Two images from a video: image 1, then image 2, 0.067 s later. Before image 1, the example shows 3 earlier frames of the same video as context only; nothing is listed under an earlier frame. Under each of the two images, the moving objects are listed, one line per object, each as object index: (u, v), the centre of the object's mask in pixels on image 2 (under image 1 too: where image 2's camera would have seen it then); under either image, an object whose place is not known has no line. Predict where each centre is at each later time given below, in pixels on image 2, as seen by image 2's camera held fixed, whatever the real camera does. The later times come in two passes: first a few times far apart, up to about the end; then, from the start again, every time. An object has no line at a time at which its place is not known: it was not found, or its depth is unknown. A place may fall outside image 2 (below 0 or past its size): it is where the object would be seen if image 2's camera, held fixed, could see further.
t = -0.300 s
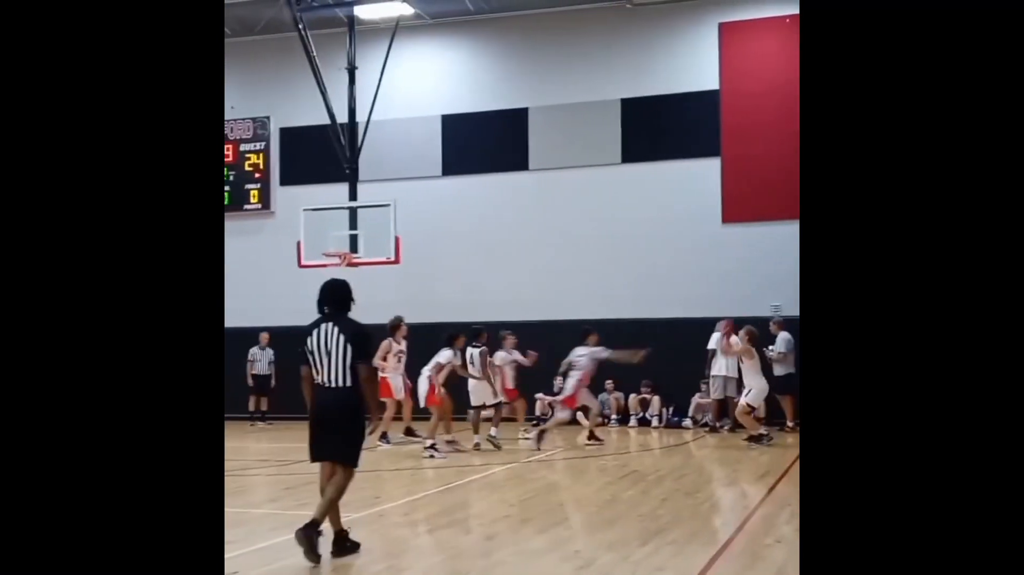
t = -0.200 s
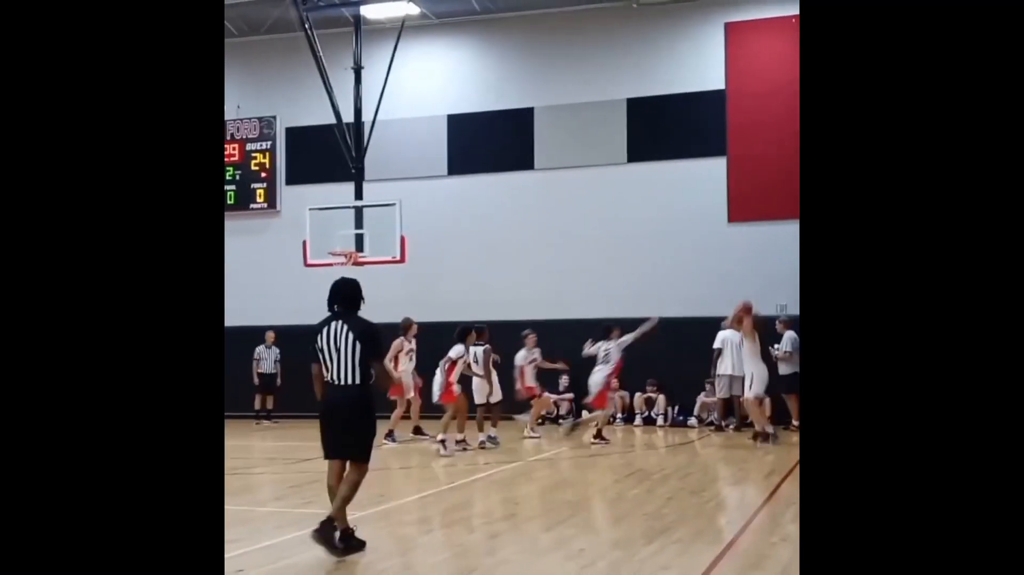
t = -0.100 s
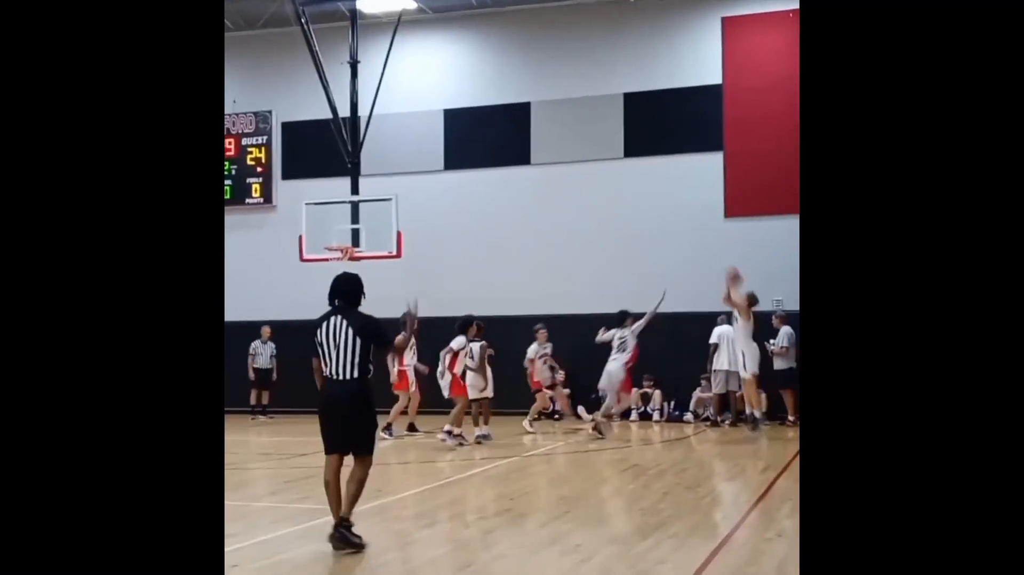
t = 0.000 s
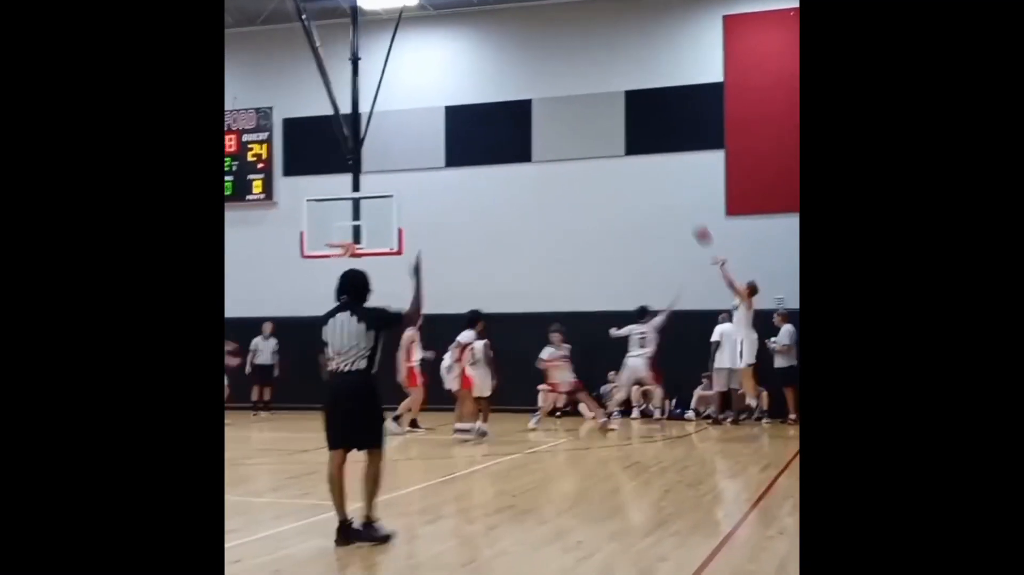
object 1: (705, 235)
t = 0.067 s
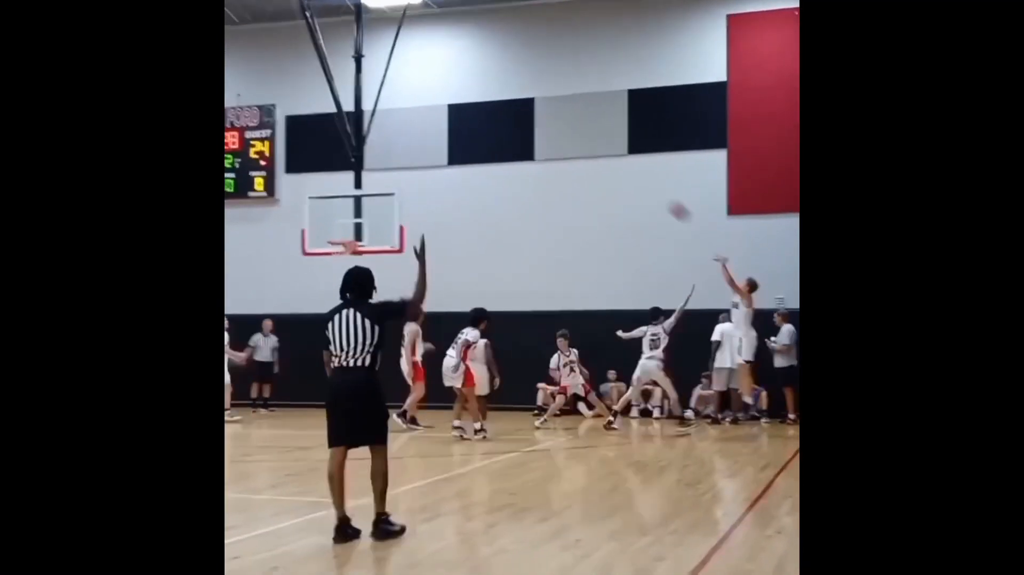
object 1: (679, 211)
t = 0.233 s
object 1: (621, 167)
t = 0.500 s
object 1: (532, 134)
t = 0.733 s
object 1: (463, 142)
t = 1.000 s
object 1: (387, 191)
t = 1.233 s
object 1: (342, 253)
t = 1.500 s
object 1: (348, 304)
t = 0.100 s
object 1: (667, 201)
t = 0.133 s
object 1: (655, 191)
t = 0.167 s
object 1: (644, 182)
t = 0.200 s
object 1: (632, 174)
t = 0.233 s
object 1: (621, 167)
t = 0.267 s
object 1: (610, 160)
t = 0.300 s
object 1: (598, 154)
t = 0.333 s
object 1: (586, 150)
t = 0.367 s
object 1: (576, 145)
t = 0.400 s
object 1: (565, 141)
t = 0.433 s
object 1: (553, 138)
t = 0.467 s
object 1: (543, 135)
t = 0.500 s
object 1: (532, 134)
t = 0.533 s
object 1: (522, 133)
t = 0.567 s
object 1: (511, 133)
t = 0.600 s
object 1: (500, 134)
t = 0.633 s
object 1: (489, 135)
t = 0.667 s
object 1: (481, 136)
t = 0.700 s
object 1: (472, 139)
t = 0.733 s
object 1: (463, 142)
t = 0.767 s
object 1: (452, 146)
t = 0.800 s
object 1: (444, 150)
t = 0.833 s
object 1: (433, 157)
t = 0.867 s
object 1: (423, 162)
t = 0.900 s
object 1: (415, 168)
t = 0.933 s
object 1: (405, 175)
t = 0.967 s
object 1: (396, 181)
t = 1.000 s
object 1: (387, 191)
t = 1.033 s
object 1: (377, 199)
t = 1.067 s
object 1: (369, 208)
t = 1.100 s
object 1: (360, 217)
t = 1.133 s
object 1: (351, 227)
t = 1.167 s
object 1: (346, 242)
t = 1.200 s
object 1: (343, 246)
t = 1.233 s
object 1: (342, 253)
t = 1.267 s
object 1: (340, 259)
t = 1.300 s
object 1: (342, 265)
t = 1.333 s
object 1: (342, 269)
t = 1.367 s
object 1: (343, 275)
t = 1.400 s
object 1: (345, 281)
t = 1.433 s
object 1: (346, 288)
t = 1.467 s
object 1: (346, 296)
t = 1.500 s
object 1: (348, 304)
